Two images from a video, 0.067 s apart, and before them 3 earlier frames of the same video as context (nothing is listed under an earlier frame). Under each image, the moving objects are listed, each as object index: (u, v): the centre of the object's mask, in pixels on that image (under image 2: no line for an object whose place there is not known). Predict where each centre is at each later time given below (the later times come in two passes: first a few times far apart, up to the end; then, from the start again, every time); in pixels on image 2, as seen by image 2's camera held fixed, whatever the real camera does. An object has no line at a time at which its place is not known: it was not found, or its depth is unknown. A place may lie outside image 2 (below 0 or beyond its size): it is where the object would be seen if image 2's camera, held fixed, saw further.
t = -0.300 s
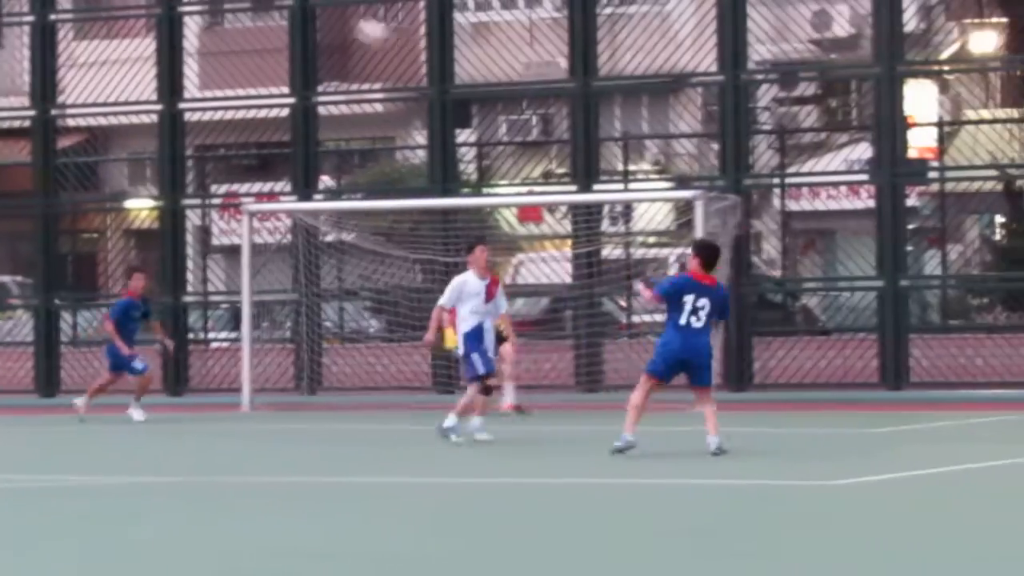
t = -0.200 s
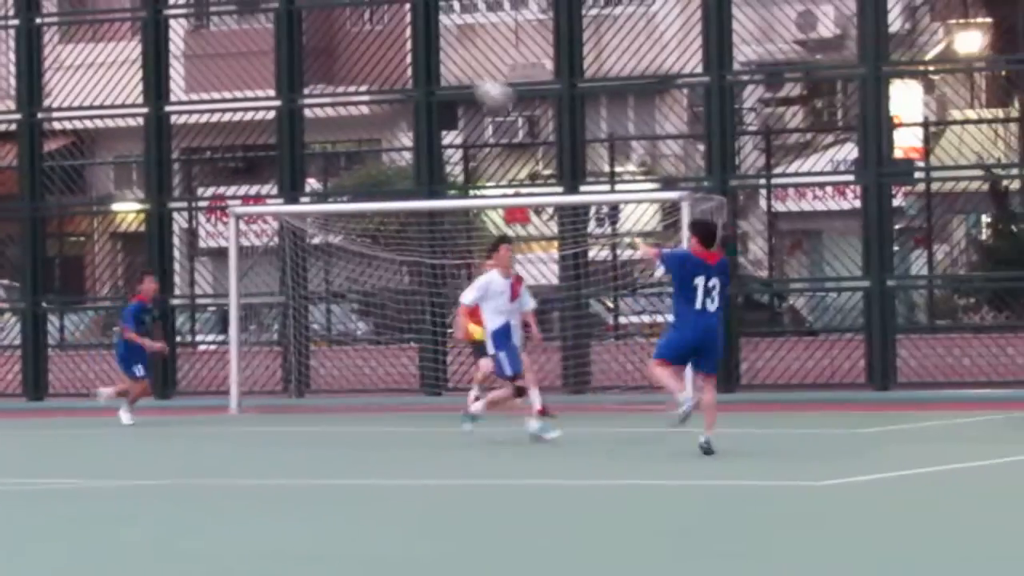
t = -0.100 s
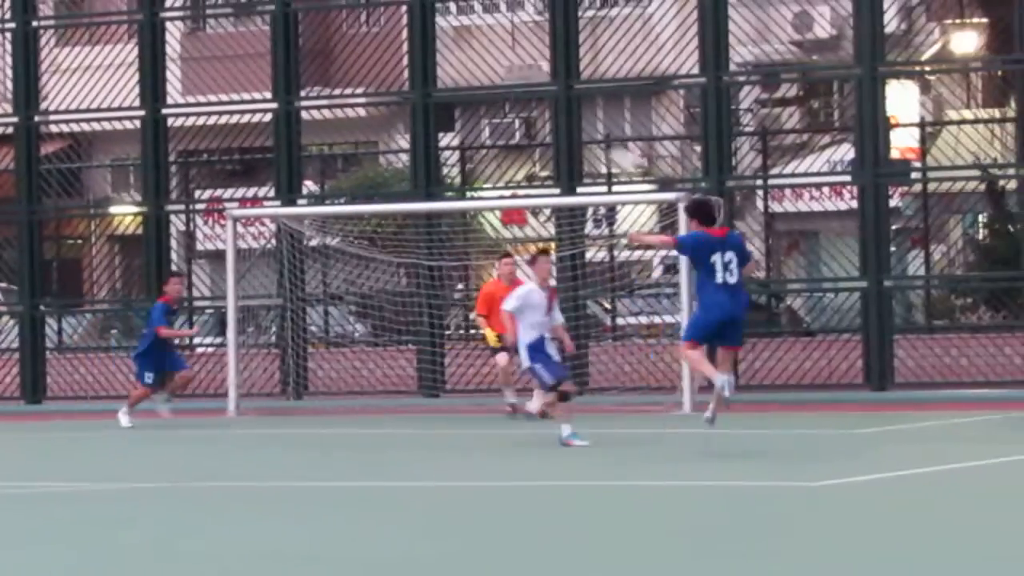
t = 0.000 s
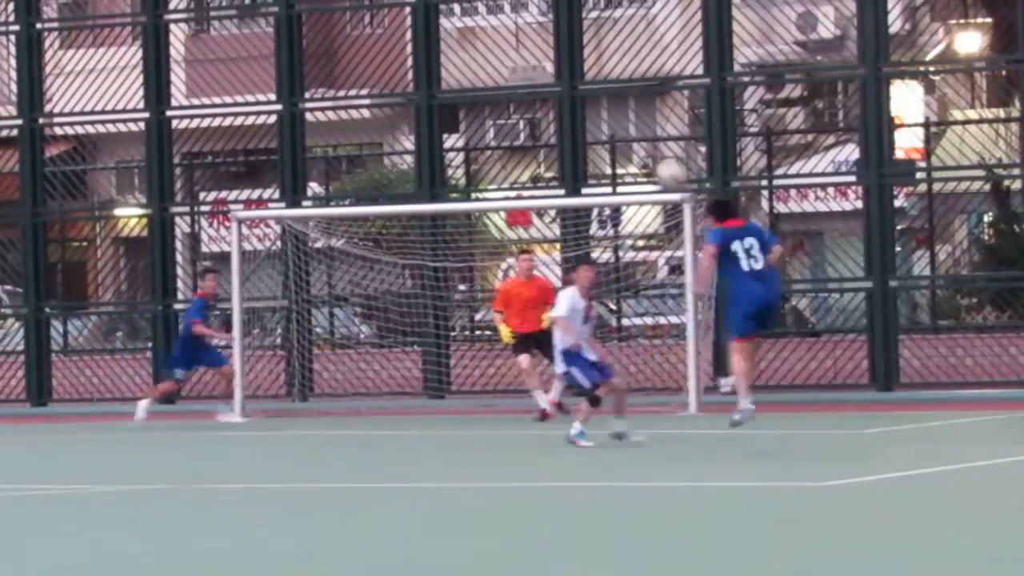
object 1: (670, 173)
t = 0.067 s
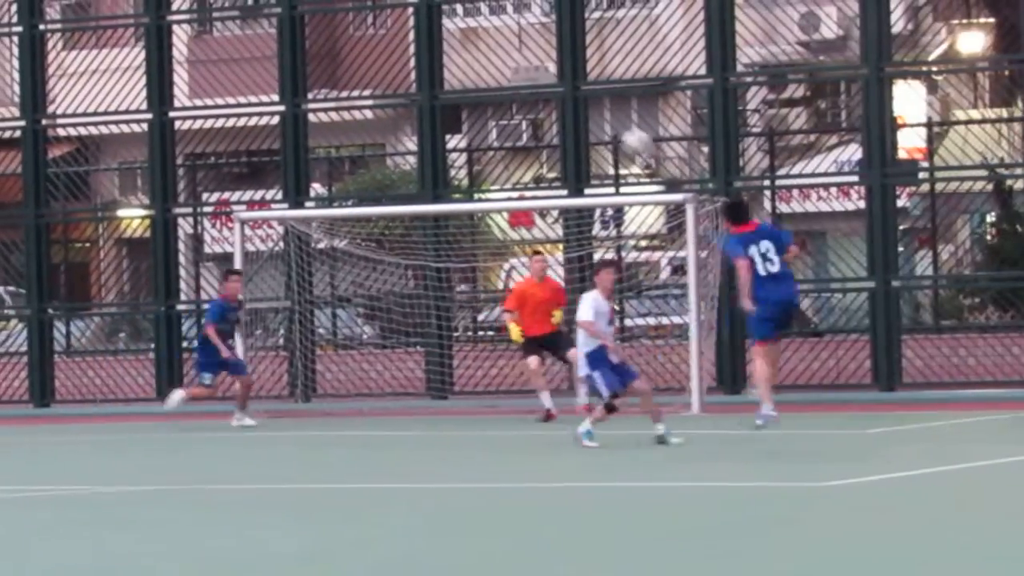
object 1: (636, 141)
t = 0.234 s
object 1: (552, 92)
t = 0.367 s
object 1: (490, 77)
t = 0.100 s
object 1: (619, 129)
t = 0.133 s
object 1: (601, 116)
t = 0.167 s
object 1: (583, 107)
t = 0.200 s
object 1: (568, 99)
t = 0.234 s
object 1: (552, 92)
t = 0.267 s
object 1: (536, 85)
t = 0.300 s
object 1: (520, 81)
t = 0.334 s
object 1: (504, 78)
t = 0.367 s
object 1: (490, 77)
